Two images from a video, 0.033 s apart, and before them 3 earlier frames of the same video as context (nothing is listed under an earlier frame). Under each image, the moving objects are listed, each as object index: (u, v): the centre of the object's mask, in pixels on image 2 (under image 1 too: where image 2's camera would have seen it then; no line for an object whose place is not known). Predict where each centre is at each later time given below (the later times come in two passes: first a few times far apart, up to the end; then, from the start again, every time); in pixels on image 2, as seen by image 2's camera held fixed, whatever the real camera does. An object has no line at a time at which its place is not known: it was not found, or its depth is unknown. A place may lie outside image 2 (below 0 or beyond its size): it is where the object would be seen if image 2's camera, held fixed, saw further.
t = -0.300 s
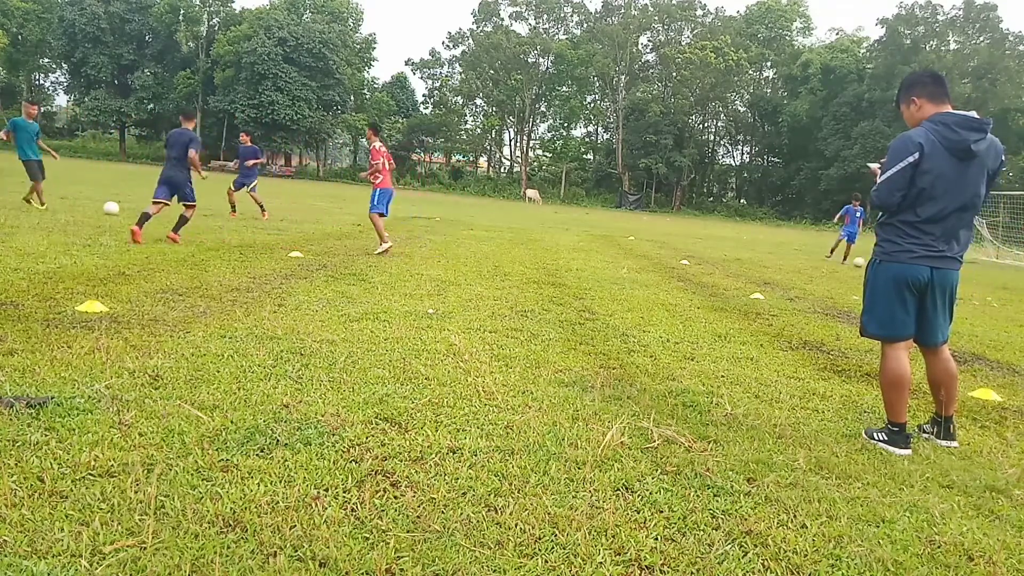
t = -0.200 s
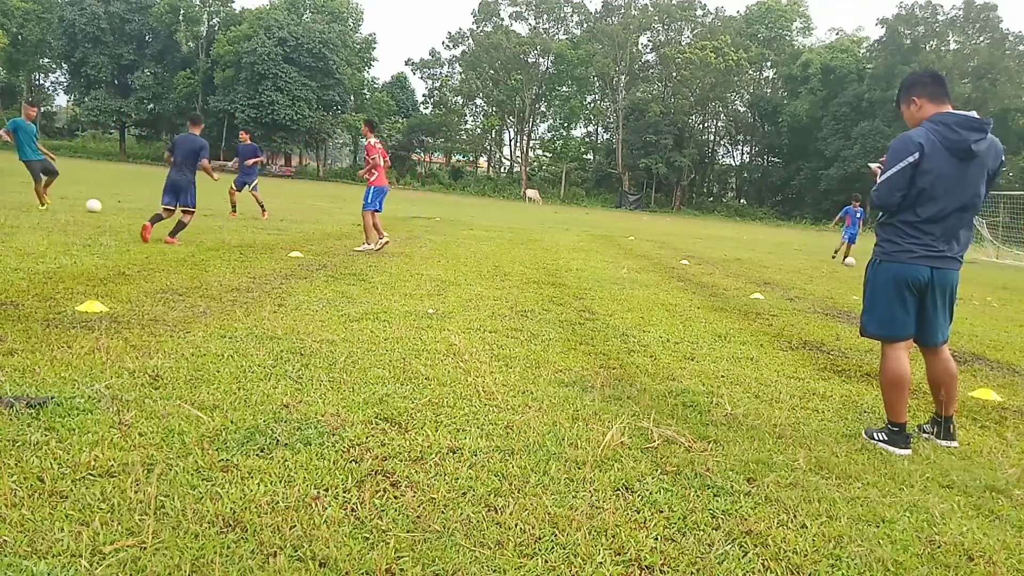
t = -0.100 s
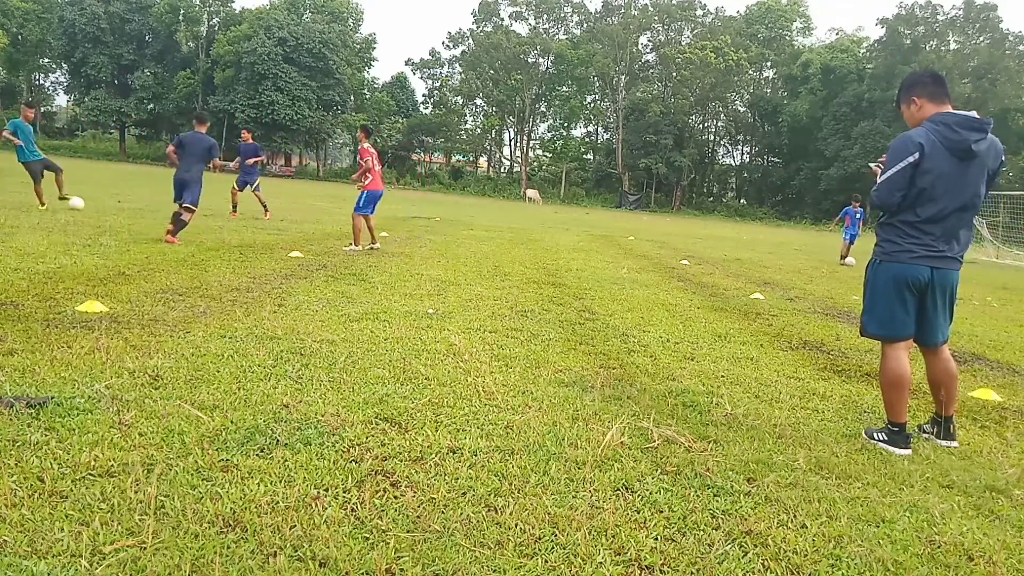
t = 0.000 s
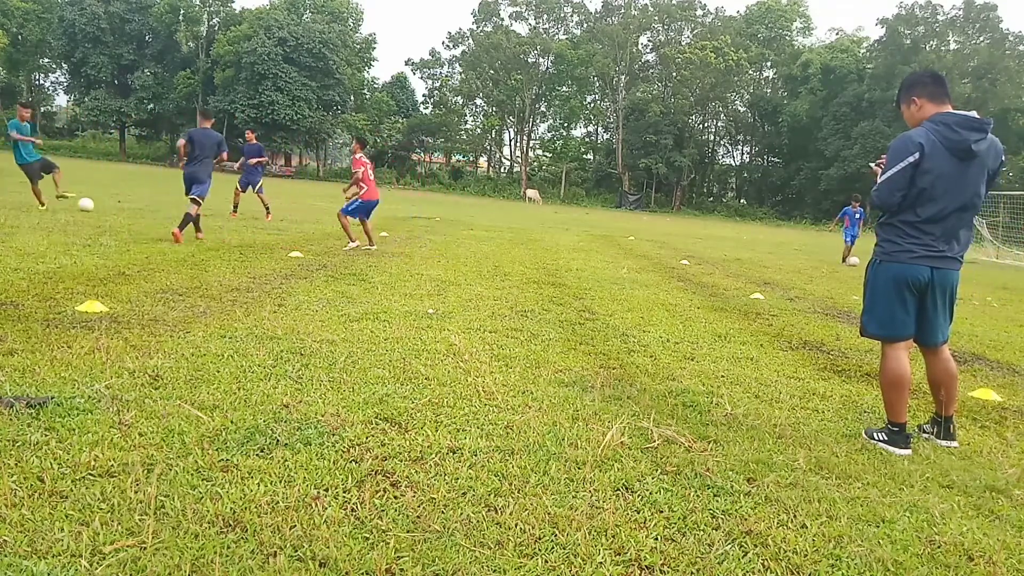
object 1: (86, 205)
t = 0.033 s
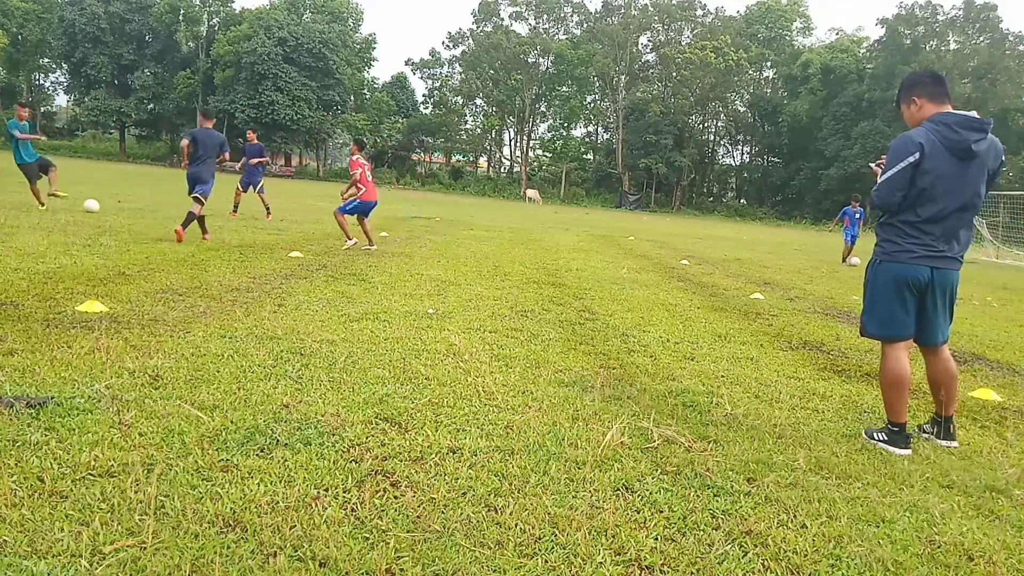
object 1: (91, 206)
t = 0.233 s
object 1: (117, 211)
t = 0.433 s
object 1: (141, 214)
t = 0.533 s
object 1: (153, 216)
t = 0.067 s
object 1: (96, 207)
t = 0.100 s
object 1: (101, 207)
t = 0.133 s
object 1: (105, 208)
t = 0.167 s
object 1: (109, 208)
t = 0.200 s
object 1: (113, 209)
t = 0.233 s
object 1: (117, 211)
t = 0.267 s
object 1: (121, 211)
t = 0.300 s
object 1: (125, 211)
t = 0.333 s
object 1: (129, 211)
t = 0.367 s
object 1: (133, 212)
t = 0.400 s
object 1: (137, 213)
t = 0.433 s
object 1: (141, 214)
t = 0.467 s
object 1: (145, 214)
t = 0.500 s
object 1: (150, 215)
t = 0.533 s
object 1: (153, 216)
